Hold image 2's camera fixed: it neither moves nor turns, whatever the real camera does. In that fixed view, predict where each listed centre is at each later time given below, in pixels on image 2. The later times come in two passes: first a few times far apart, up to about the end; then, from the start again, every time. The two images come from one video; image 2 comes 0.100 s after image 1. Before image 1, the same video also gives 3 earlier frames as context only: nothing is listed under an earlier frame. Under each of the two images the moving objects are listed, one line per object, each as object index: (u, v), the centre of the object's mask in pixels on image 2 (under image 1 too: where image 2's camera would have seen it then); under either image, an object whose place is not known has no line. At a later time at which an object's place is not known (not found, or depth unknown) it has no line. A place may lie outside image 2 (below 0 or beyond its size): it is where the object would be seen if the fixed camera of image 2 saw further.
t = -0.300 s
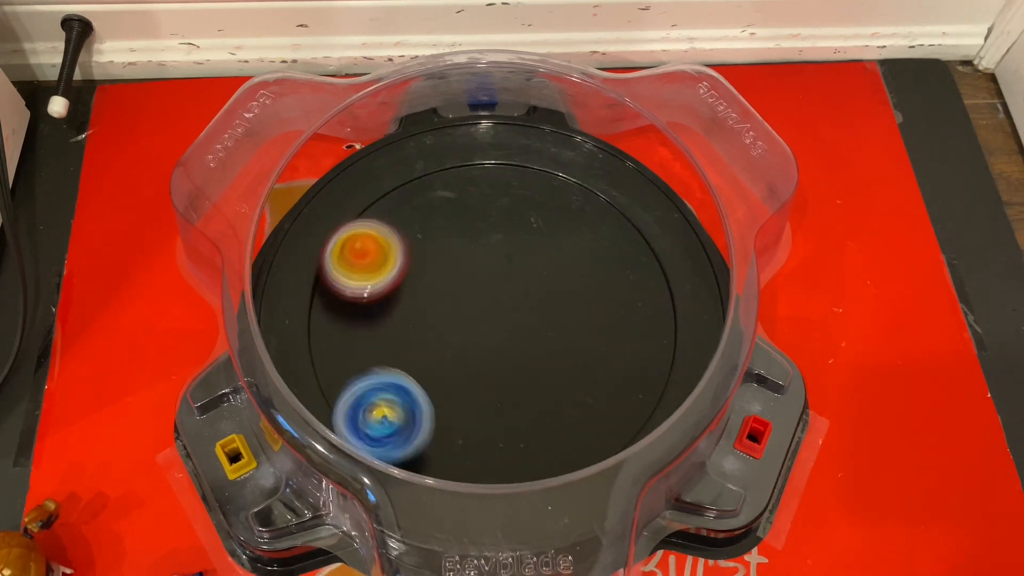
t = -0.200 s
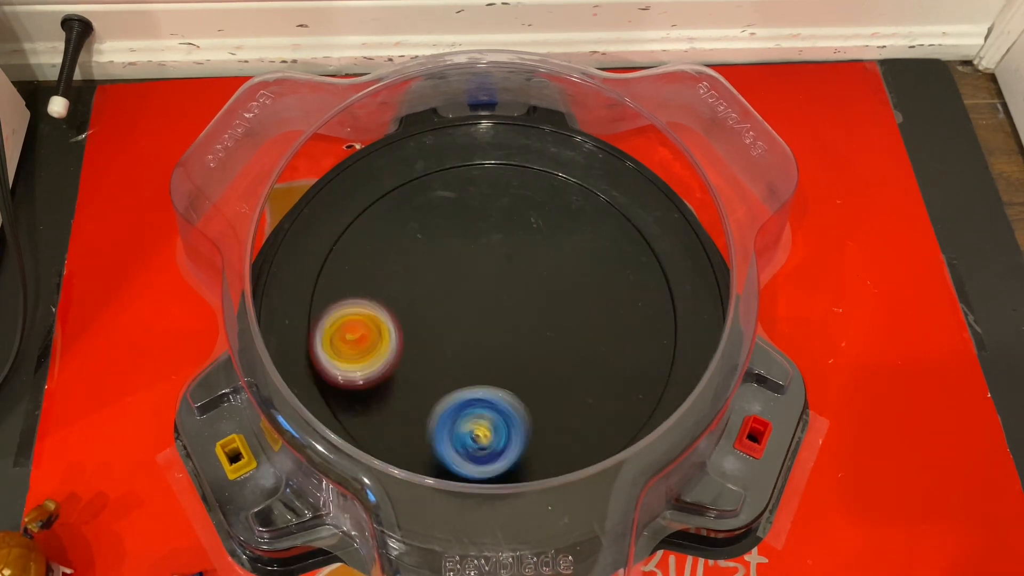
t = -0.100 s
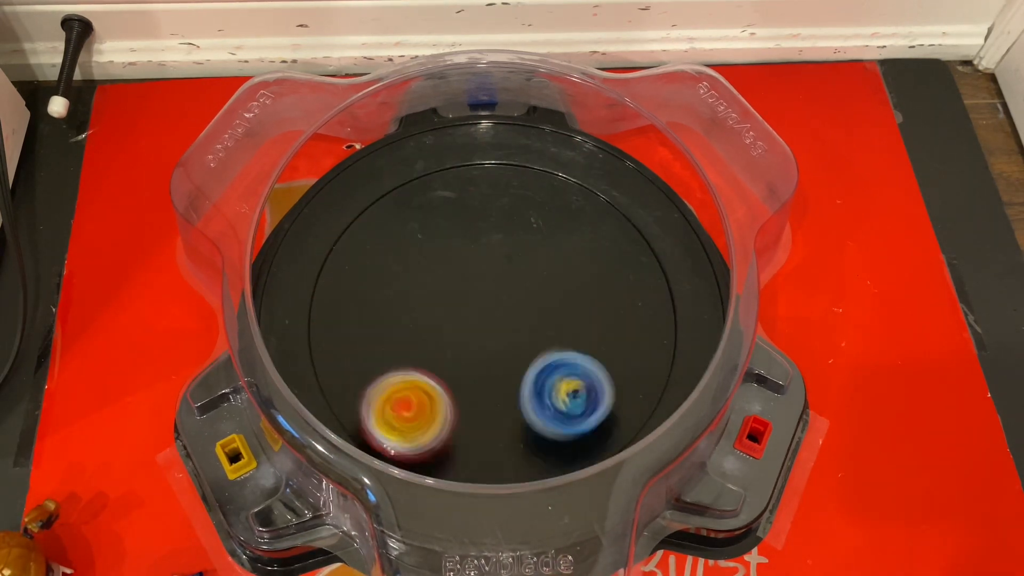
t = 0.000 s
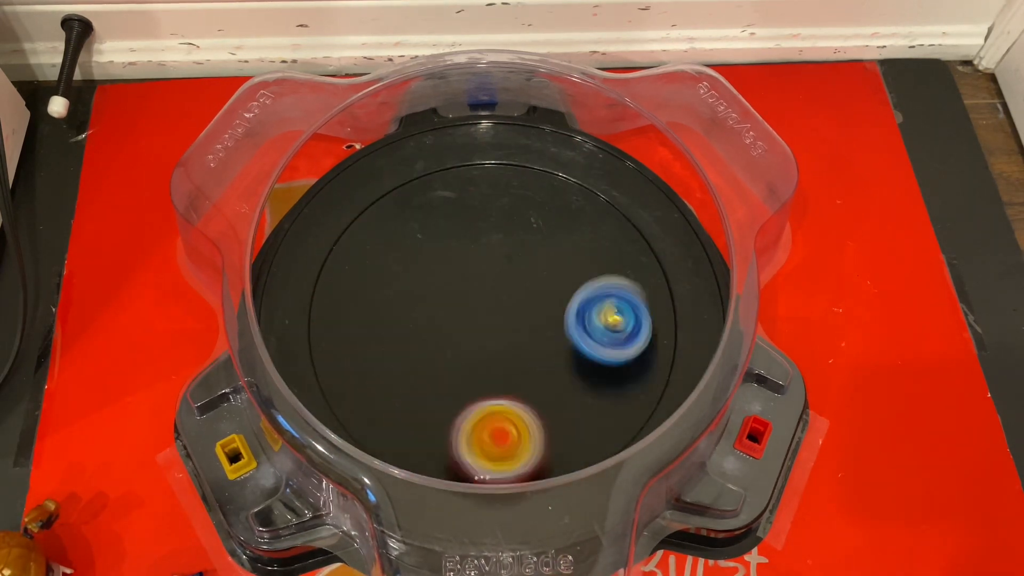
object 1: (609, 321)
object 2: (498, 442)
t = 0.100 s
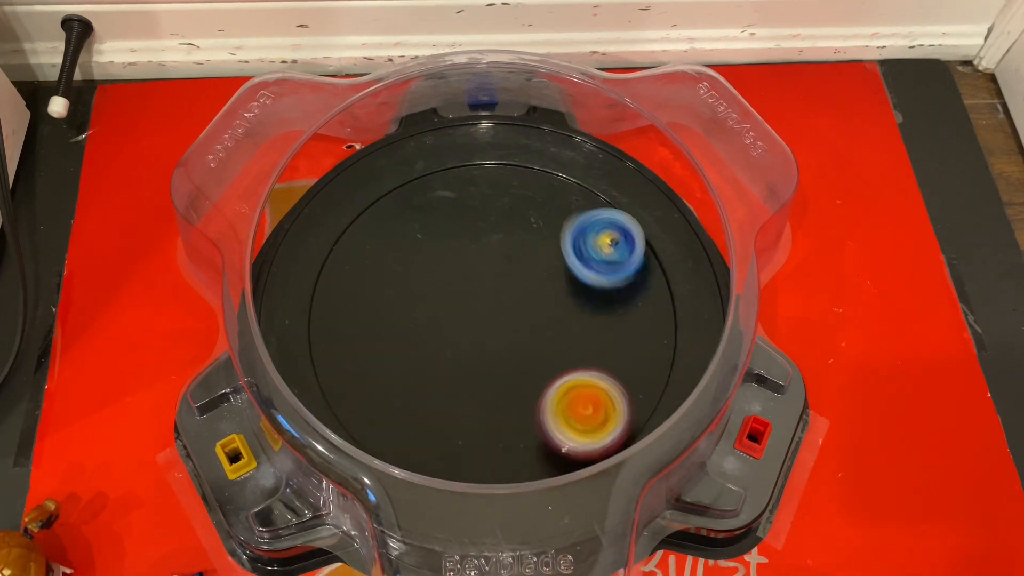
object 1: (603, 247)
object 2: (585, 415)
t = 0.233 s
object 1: (536, 179)
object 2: (629, 324)
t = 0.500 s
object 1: (380, 274)
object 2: (497, 218)
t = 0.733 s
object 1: (489, 419)
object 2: (399, 307)
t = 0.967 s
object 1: (649, 347)
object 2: (467, 403)
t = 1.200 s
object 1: (558, 220)
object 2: (574, 366)
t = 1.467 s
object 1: (383, 302)
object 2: (548, 265)
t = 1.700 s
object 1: (444, 440)
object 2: (449, 265)
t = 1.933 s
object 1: (596, 365)
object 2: (422, 347)
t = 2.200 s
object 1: (512, 214)
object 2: (519, 387)
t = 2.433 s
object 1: (373, 256)
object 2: (568, 320)
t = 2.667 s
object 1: (439, 396)
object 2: (518, 260)
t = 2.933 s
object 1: (611, 330)
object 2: (437, 291)
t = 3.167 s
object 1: (553, 212)
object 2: (454, 363)
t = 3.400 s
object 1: (416, 269)
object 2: (532, 368)
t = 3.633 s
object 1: (450, 410)
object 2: (557, 306)
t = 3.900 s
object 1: (607, 365)
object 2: (494, 268)
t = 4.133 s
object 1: (539, 245)
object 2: (446, 308)
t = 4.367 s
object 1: (400, 271)
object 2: (470, 364)
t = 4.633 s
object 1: (446, 399)
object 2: (540, 350)
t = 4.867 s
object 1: (567, 377)
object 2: (541, 299)
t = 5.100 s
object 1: (581, 344)
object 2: (500, 314)
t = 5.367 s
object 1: (519, 345)
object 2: (416, 355)
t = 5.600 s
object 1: (523, 350)
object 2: (409, 402)
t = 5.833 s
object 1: (514, 317)
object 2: (460, 393)
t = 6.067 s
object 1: (513, 249)
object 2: (492, 323)
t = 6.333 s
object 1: (539, 202)
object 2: (463, 246)
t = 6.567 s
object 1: (563, 236)
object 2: (440, 232)
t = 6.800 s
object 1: (528, 308)
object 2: (458, 268)
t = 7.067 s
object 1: (466, 397)
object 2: (518, 288)
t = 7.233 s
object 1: (449, 390)
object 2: (550, 286)
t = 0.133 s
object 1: (593, 224)
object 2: (606, 395)
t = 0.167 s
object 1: (576, 207)
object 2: (620, 373)
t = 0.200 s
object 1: (558, 189)
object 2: (627, 349)
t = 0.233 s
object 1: (536, 179)
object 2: (629, 324)
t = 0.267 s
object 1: (511, 172)
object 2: (625, 301)
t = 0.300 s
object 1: (486, 172)
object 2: (617, 278)
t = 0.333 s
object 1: (461, 175)
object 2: (603, 258)
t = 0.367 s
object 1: (437, 186)
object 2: (585, 242)
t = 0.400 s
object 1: (416, 202)
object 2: (565, 230)
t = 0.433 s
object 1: (400, 223)
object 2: (543, 222)
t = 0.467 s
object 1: (387, 246)
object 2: (520, 217)
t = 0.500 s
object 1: (380, 274)
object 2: (497, 218)
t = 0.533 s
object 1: (380, 300)
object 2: (474, 222)
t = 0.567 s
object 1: (387, 329)
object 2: (454, 230)
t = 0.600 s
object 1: (398, 352)
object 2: (436, 241)
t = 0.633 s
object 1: (416, 376)
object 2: (421, 255)
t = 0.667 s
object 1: (437, 394)
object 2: (410, 271)
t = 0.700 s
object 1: (464, 410)
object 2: (402, 289)
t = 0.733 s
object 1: (489, 419)
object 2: (399, 307)
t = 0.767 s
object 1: (520, 425)
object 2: (399, 326)
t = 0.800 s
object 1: (547, 423)
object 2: (403, 344)
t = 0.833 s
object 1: (577, 417)
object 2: (411, 359)
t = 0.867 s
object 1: (601, 407)
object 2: (422, 374)
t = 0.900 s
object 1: (624, 389)
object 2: (435, 386)
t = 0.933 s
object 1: (640, 371)
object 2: (450, 396)
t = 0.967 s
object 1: (649, 347)
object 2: (467, 403)
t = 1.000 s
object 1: (654, 325)
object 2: (486, 407)
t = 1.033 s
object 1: (650, 299)
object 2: (504, 407)
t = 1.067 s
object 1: (643, 276)
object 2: (521, 404)
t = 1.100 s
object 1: (626, 258)
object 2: (538, 398)
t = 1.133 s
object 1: (608, 240)
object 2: (552, 389)
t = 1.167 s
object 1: (584, 229)
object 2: (565, 379)
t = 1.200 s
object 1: (558, 220)
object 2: (574, 366)
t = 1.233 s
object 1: (532, 218)
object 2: (581, 353)
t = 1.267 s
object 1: (503, 218)
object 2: (584, 338)
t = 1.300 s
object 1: (478, 223)
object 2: (585, 324)
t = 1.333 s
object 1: (452, 234)
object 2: (582, 310)
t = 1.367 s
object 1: (430, 245)
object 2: (577, 297)
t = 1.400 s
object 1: (411, 262)
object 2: (569, 284)
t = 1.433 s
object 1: (394, 280)
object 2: (560, 274)
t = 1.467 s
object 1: (383, 302)
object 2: (548, 265)
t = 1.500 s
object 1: (374, 323)
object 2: (535, 258)
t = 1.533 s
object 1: (373, 347)
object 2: (521, 253)
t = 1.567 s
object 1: (374, 372)
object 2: (506, 251)
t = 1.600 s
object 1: (384, 392)
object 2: (491, 251)
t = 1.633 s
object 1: (398, 415)
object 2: (476, 254)
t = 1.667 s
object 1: (417, 429)
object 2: (462, 258)
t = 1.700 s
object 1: (444, 440)
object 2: (449, 265)
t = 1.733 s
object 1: (470, 446)
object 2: (438, 274)
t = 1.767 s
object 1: (498, 444)
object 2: (429, 284)
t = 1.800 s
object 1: (528, 439)
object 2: (423, 296)
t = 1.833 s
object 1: (550, 428)
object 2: (418, 308)
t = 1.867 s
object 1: (572, 409)
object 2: (417, 321)
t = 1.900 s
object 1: (588, 390)
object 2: (418, 334)
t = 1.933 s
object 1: (596, 365)
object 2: (422, 347)
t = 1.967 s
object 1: (602, 341)
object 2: (428, 358)
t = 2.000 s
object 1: (599, 318)
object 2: (438, 369)
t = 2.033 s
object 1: (592, 294)
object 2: (448, 379)
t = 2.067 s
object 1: (584, 273)
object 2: (462, 386)
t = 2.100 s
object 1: (569, 254)
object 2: (476, 390)
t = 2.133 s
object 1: (552, 236)
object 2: (490, 391)
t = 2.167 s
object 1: (534, 224)
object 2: (505, 391)
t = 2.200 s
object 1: (512, 214)
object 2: (519, 387)
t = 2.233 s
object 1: (490, 207)
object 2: (532, 382)
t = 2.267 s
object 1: (467, 206)
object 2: (543, 374)
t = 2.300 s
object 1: (444, 207)
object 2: (553, 365)
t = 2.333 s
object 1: (422, 212)
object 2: (560, 355)
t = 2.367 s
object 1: (403, 224)
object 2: (565, 343)
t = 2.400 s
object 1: (385, 237)
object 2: (567, 332)
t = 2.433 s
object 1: (373, 256)
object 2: (568, 320)
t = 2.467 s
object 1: (366, 278)
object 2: (566, 309)
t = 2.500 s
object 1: (362, 300)
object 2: (562, 298)
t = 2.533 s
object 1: (368, 324)
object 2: (556, 288)
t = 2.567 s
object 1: (378, 348)
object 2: (549, 278)
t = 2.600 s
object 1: (392, 366)
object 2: (540, 270)
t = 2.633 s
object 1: (415, 383)
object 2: (529, 265)
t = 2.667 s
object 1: (439, 396)
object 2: (518, 260)
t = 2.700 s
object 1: (464, 402)
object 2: (506, 258)
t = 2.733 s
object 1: (493, 404)
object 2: (494, 257)
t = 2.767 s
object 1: (521, 403)
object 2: (482, 259)
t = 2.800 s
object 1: (544, 395)
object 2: (470, 263)
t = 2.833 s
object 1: (568, 383)
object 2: (459, 267)
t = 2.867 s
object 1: (587, 368)
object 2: (450, 274)
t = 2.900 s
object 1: (600, 351)
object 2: (442, 282)
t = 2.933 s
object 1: (611, 330)
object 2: (437, 291)
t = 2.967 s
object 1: (618, 310)
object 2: (433, 302)
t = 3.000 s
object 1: (618, 290)
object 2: (431, 312)
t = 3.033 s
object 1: (613, 269)
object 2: (431, 324)
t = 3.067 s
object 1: (605, 250)
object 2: (434, 334)
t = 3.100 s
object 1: (592, 235)
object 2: (438, 345)
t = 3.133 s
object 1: (573, 222)
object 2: (445, 355)
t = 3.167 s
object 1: (553, 212)
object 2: (454, 363)
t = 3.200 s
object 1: (532, 208)
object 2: (463, 370)
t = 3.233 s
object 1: (508, 209)
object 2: (473, 374)
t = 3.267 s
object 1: (485, 213)
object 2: (486, 377)
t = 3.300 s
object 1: (465, 222)
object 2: (498, 378)
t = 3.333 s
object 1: (446, 236)
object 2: (510, 376)
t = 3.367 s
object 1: (429, 252)
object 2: (522, 373)
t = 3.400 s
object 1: (416, 269)
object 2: (532, 368)
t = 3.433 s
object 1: (409, 291)
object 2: (542, 361)
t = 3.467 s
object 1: (405, 314)
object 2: (548, 353)
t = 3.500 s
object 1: (404, 335)
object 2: (554, 344)
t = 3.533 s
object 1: (410, 357)
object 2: (558, 335)
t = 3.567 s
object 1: (422, 377)
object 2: (559, 325)
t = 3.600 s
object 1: (433, 396)
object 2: (559, 315)
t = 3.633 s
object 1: (450, 410)
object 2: (557, 306)
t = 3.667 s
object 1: (473, 419)
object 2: (553, 297)
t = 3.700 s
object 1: (497, 428)
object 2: (548, 289)
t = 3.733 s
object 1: (521, 429)
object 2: (540, 282)
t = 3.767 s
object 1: (542, 424)
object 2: (532, 276)
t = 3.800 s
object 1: (566, 415)
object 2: (524, 272)
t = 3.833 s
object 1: (585, 401)
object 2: (513, 269)
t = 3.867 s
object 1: (599, 386)
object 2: (504, 267)
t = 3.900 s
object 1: (607, 365)
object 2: (494, 268)
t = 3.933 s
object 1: (609, 344)
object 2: (484, 270)
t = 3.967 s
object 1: (610, 322)
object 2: (476, 273)
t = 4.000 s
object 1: (603, 303)
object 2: (467, 279)
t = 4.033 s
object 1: (590, 285)
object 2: (459, 284)
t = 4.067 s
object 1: (575, 268)
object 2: (454, 292)
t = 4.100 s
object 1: (557, 255)
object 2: (449, 300)
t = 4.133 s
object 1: (539, 245)
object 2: (446, 308)
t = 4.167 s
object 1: (516, 239)
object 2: (444, 317)
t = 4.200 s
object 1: (494, 237)
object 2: (444, 326)
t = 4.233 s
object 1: (473, 236)
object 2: (446, 335)
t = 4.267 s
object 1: (452, 240)
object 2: (450, 344)
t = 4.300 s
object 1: (434, 247)
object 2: (455, 352)
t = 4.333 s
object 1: (415, 257)
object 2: (462, 358)
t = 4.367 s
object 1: (400, 271)
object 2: (470, 364)
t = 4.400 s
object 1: (388, 285)
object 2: (479, 368)
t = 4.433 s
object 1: (382, 304)
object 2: (489, 370)
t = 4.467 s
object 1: (381, 324)
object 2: (499, 371)
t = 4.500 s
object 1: (382, 344)
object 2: (508, 370)
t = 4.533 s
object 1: (389, 363)
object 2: (518, 367)
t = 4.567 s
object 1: (404, 377)
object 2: (527, 363)
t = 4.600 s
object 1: (423, 391)
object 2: (534, 357)
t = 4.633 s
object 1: (446, 399)
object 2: (540, 350)
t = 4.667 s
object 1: (469, 405)
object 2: (545, 343)
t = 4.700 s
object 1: (492, 404)
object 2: (547, 335)
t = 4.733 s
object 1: (513, 398)
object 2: (549, 326)
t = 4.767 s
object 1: (532, 390)
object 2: (549, 317)
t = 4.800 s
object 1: (547, 383)
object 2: (546, 308)
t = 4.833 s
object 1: (558, 379)
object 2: (544, 302)
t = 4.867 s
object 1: (567, 377)
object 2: (541, 299)
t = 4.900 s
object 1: (575, 375)
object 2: (536, 299)
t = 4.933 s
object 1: (581, 372)
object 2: (530, 299)
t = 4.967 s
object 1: (585, 370)
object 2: (525, 300)
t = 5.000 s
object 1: (588, 365)
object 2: (518, 303)
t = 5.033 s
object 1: (589, 360)
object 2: (512, 306)
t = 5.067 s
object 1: (587, 351)
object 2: (506, 309)
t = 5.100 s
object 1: (581, 344)
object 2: (500, 314)
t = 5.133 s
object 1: (577, 337)
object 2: (486, 315)
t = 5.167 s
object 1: (573, 335)
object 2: (471, 316)
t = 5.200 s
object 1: (566, 333)
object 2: (460, 320)
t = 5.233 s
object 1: (555, 333)
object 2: (450, 326)
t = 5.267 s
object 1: (544, 333)
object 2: (441, 333)
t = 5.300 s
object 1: (531, 336)
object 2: (435, 340)
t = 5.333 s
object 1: (520, 340)
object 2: (430, 347)
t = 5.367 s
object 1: (519, 345)
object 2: (416, 355)
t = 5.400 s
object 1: (521, 349)
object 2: (407, 361)
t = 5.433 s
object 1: (522, 353)
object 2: (402, 369)
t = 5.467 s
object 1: (524, 355)
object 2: (399, 377)
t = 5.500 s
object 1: (526, 356)
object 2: (399, 385)
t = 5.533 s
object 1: (526, 355)
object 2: (400, 392)
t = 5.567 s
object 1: (526, 352)
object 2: (404, 398)
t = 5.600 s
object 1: (523, 350)
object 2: (409, 402)
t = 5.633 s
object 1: (519, 347)
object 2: (416, 405)
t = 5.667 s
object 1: (517, 345)
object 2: (424, 407)
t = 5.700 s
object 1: (513, 342)
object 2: (433, 407)
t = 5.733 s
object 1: (508, 339)
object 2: (443, 404)
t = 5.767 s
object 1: (507, 334)
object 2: (450, 402)
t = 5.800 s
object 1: (510, 328)
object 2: (455, 399)
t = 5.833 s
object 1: (514, 317)
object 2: (460, 393)
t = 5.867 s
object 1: (514, 309)
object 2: (467, 384)
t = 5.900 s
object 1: (516, 300)
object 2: (474, 374)
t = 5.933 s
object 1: (518, 289)
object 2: (481, 365)
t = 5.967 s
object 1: (518, 278)
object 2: (485, 355)
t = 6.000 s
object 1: (515, 269)
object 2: (489, 346)
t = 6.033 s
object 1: (515, 259)
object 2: (491, 335)
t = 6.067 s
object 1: (513, 249)
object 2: (492, 323)
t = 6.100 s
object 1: (518, 240)
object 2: (489, 313)
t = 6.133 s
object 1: (524, 229)
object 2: (484, 303)
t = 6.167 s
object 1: (526, 221)
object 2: (481, 293)
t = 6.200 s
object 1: (528, 214)
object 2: (478, 282)
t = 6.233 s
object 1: (528, 210)
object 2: (475, 272)
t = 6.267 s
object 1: (531, 206)
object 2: (471, 263)
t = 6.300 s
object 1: (535, 204)
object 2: (467, 254)
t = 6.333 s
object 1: (539, 202)
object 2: (463, 246)
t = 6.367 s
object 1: (542, 202)
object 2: (459, 240)
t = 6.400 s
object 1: (547, 204)
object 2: (455, 235)
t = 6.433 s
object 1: (552, 208)
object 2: (451, 232)
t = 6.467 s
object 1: (557, 215)
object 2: (448, 230)
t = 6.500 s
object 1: (560, 221)
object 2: (445, 230)
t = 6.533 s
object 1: (563, 229)
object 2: (442, 231)
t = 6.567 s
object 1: (563, 236)
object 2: (440, 232)
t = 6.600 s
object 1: (563, 245)
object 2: (439, 235)
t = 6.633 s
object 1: (560, 253)
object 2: (440, 239)
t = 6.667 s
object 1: (556, 262)
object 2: (442, 244)
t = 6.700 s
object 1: (551, 271)
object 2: (444, 249)
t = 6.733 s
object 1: (544, 282)
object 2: (448, 255)
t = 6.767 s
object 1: (537, 294)
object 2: (452, 262)
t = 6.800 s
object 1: (528, 308)
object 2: (458, 268)
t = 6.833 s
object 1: (519, 322)
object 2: (464, 274)
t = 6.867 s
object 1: (511, 336)
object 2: (471, 279)
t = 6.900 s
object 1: (502, 352)
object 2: (479, 283)
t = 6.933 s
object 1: (495, 367)
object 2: (486, 285)
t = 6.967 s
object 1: (487, 381)
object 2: (494, 286)
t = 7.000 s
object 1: (479, 390)
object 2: (502, 287)
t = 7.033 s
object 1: (472, 395)
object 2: (510, 288)
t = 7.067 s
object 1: (466, 397)
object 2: (518, 288)
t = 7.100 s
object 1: (459, 397)
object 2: (525, 288)
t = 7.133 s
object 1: (453, 396)
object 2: (532, 288)
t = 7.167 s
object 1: (450, 394)
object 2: (539, 288)
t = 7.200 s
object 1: (449, 392)
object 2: (545, 287)
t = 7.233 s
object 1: (449, 390)
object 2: (550, 286)
